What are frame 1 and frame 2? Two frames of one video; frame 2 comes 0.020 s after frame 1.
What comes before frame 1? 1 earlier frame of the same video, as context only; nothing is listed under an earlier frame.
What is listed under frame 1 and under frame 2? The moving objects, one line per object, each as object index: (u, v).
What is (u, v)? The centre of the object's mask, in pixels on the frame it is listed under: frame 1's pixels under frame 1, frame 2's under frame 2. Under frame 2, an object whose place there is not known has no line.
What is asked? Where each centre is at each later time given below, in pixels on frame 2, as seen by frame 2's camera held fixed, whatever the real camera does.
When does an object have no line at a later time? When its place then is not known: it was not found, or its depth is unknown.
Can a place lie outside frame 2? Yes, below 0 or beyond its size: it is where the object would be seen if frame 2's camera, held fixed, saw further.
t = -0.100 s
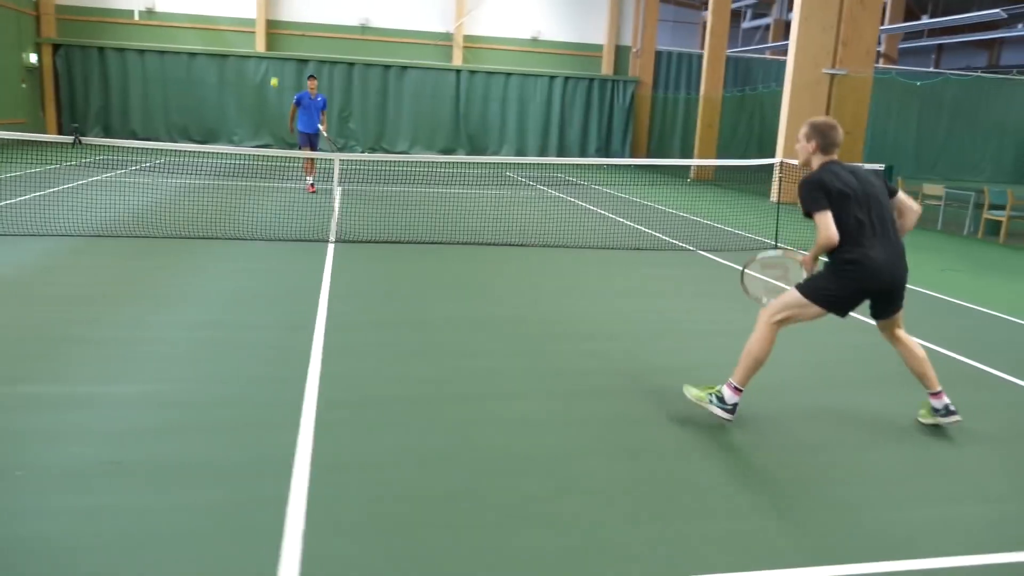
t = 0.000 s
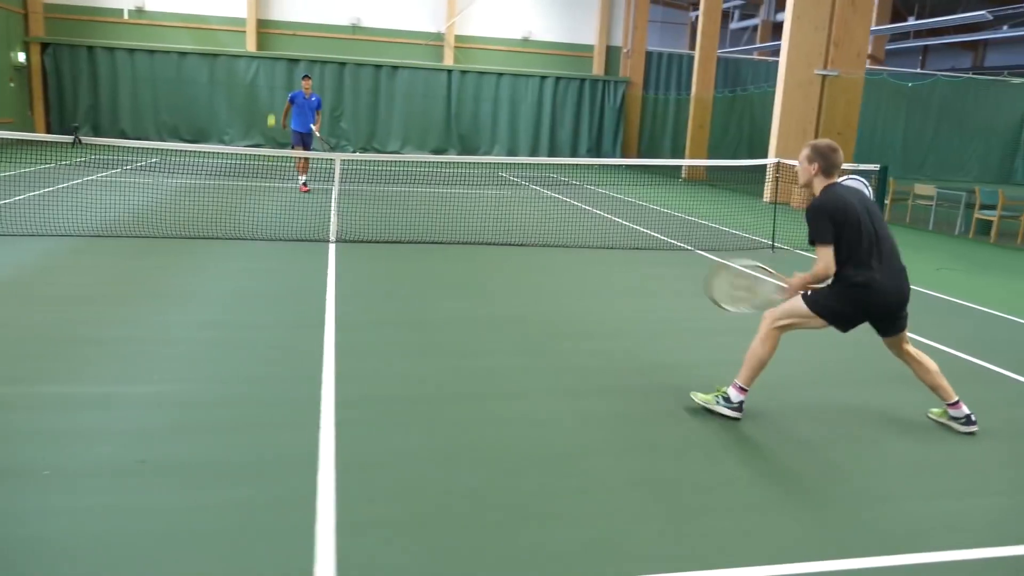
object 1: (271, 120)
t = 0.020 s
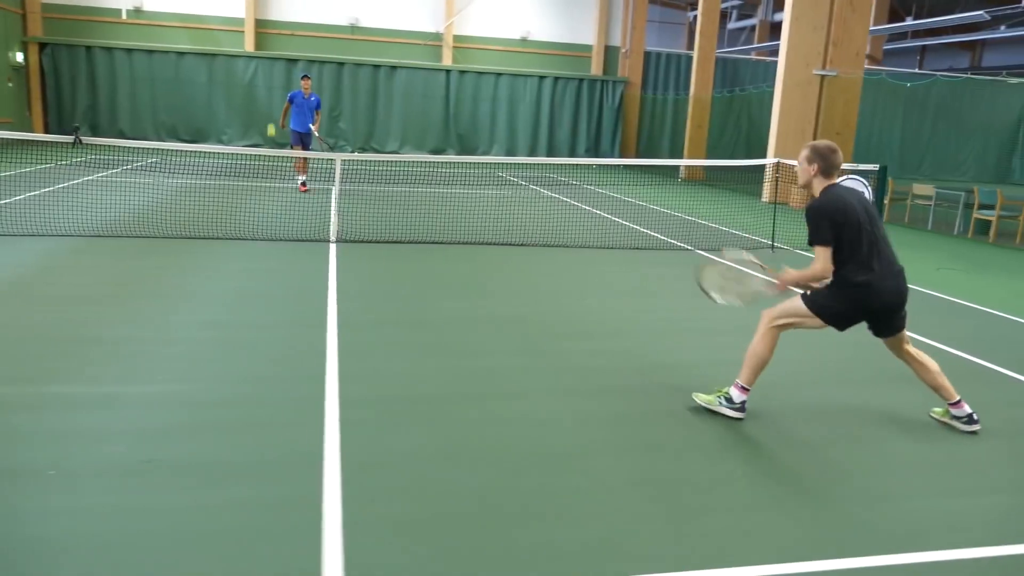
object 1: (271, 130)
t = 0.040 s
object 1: (272, 139)
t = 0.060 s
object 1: (274, 151)
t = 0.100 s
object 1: (277, 175)
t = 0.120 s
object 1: (278, 187)
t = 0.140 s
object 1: (279, 201)
